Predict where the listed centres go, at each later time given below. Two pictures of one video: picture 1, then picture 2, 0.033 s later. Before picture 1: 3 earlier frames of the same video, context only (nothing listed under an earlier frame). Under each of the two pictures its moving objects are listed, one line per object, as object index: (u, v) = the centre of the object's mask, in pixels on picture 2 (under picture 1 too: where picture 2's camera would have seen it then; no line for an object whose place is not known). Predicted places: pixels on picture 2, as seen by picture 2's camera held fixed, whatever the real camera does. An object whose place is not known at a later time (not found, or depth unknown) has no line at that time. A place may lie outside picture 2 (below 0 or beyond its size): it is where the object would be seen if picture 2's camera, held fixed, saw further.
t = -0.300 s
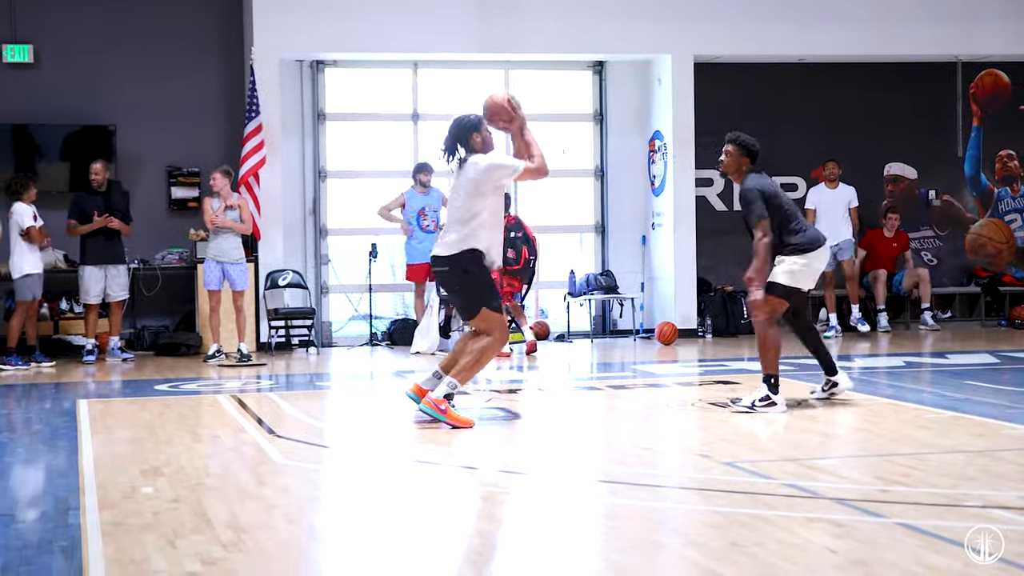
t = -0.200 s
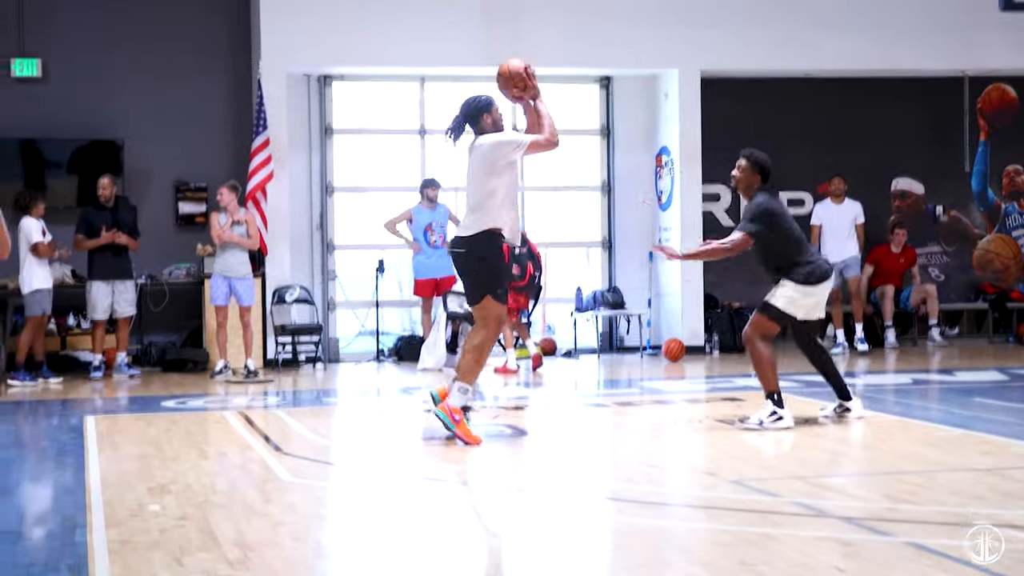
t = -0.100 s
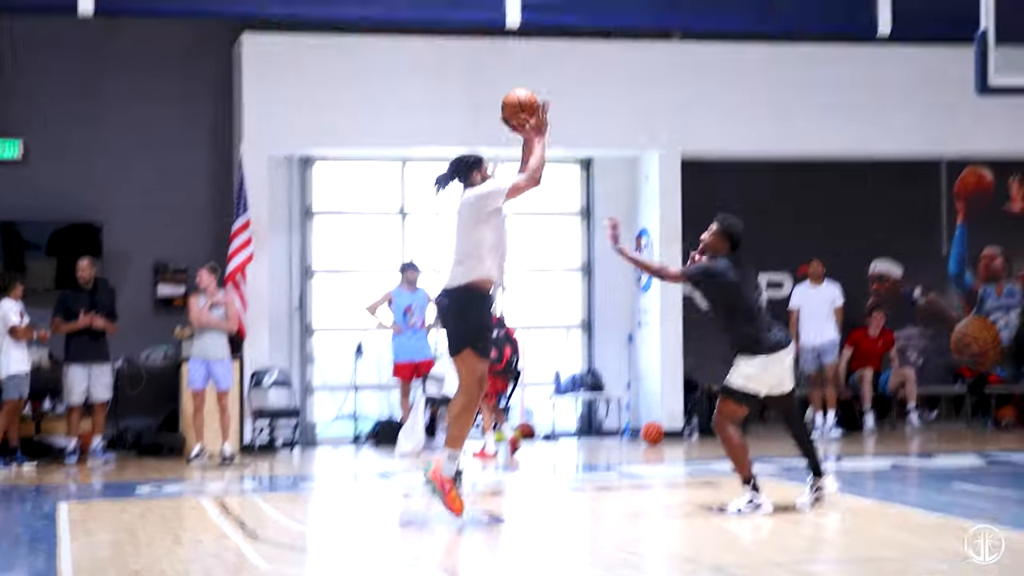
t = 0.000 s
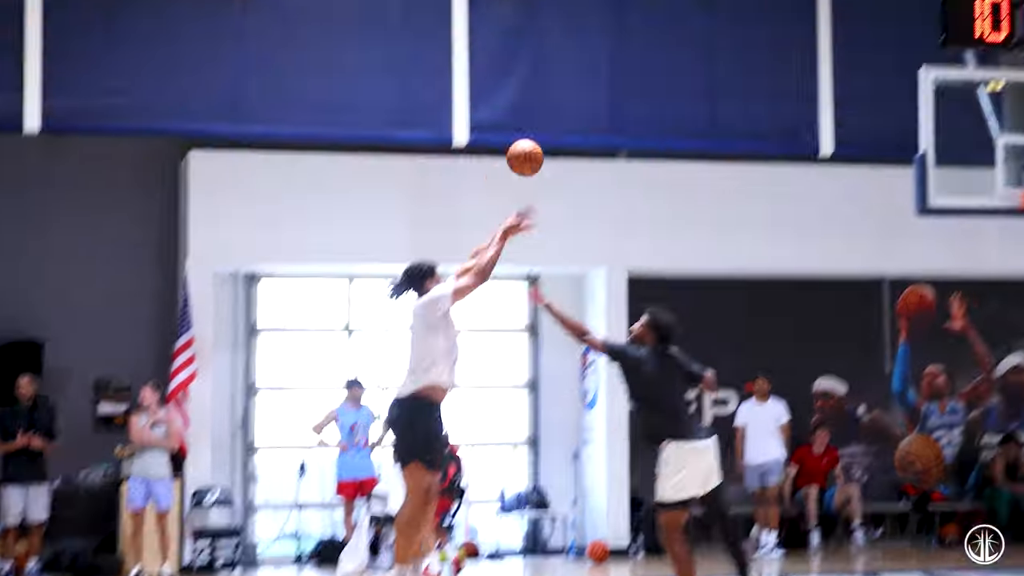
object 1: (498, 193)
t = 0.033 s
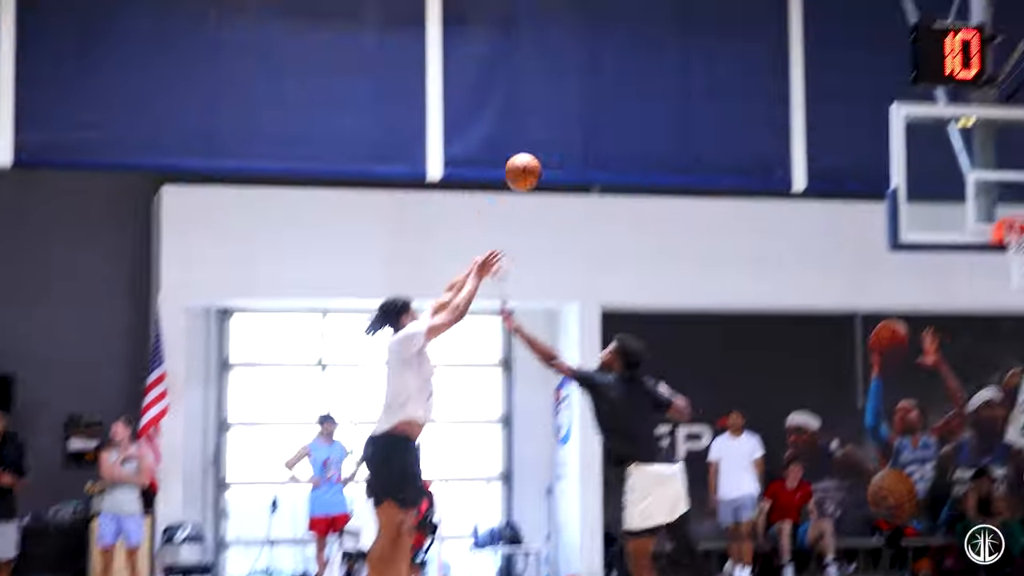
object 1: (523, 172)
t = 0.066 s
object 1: (546, 153)
